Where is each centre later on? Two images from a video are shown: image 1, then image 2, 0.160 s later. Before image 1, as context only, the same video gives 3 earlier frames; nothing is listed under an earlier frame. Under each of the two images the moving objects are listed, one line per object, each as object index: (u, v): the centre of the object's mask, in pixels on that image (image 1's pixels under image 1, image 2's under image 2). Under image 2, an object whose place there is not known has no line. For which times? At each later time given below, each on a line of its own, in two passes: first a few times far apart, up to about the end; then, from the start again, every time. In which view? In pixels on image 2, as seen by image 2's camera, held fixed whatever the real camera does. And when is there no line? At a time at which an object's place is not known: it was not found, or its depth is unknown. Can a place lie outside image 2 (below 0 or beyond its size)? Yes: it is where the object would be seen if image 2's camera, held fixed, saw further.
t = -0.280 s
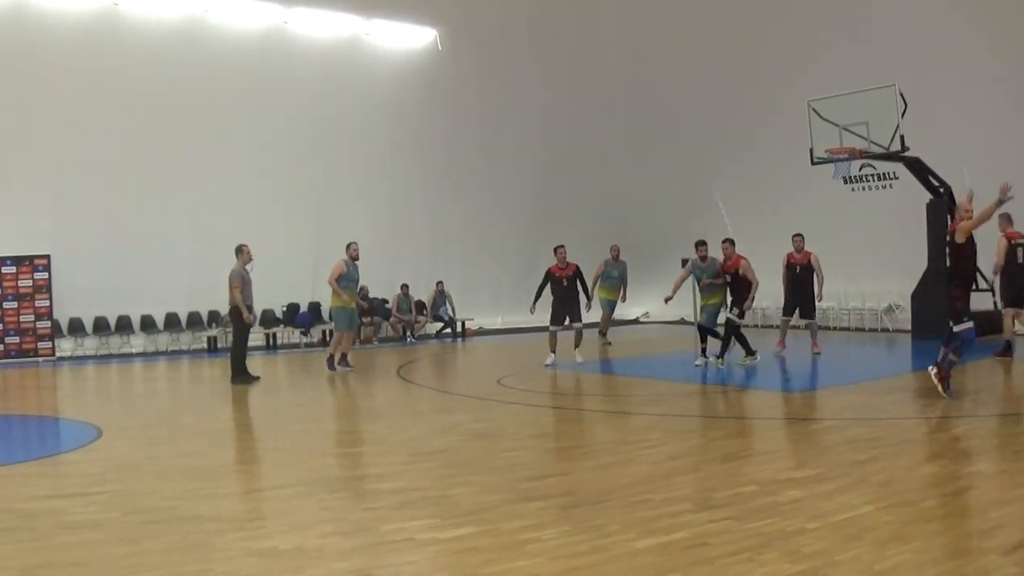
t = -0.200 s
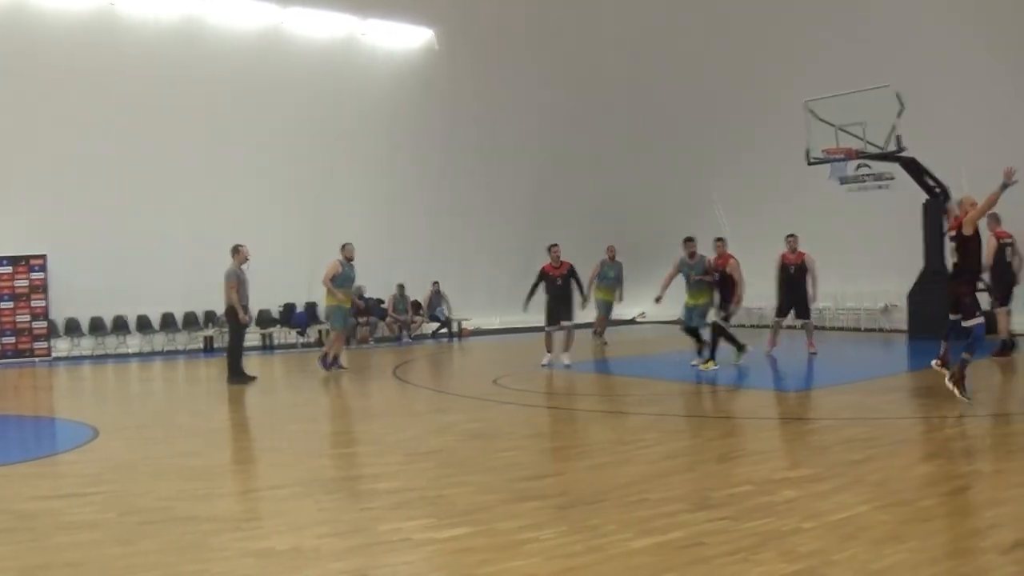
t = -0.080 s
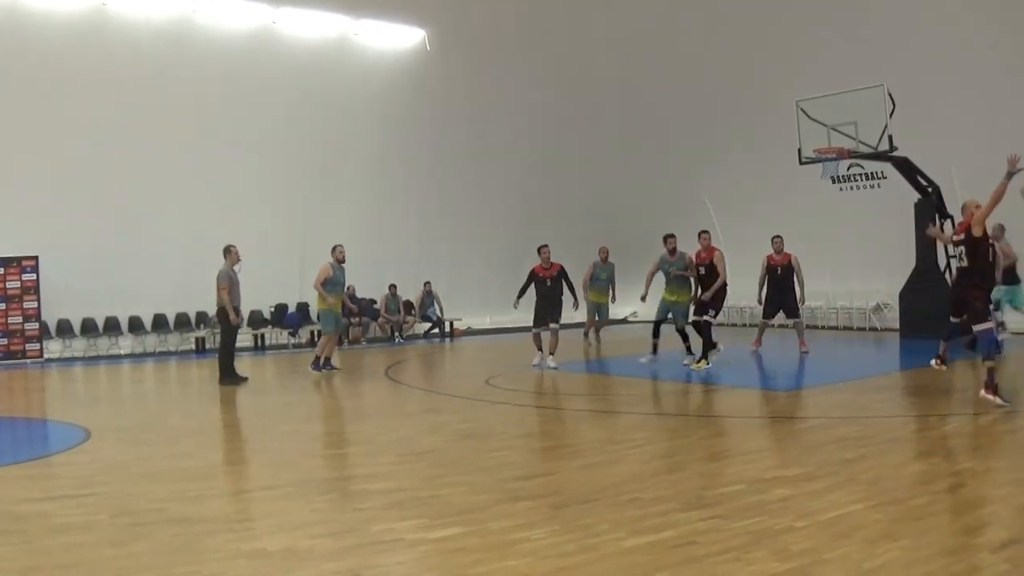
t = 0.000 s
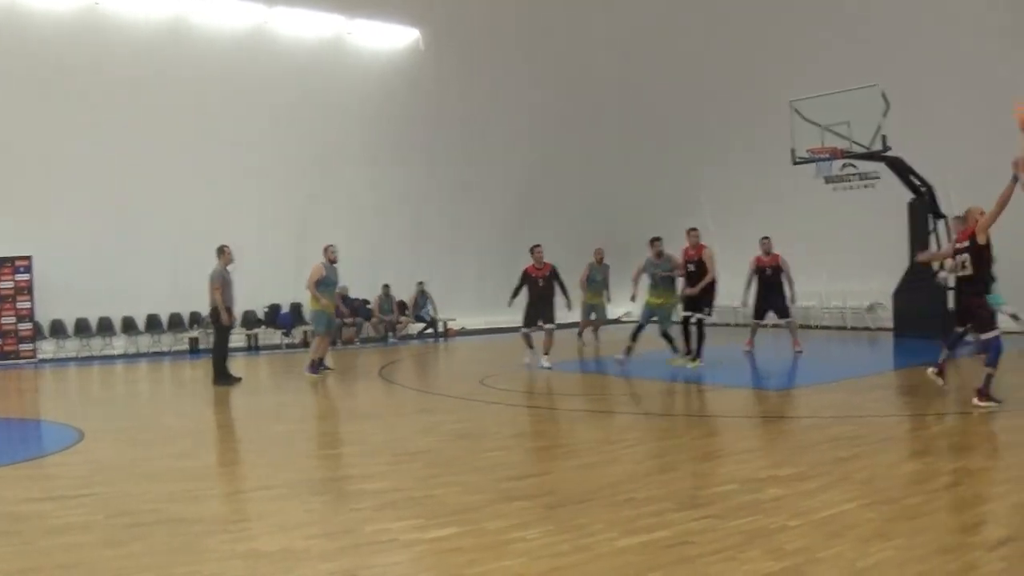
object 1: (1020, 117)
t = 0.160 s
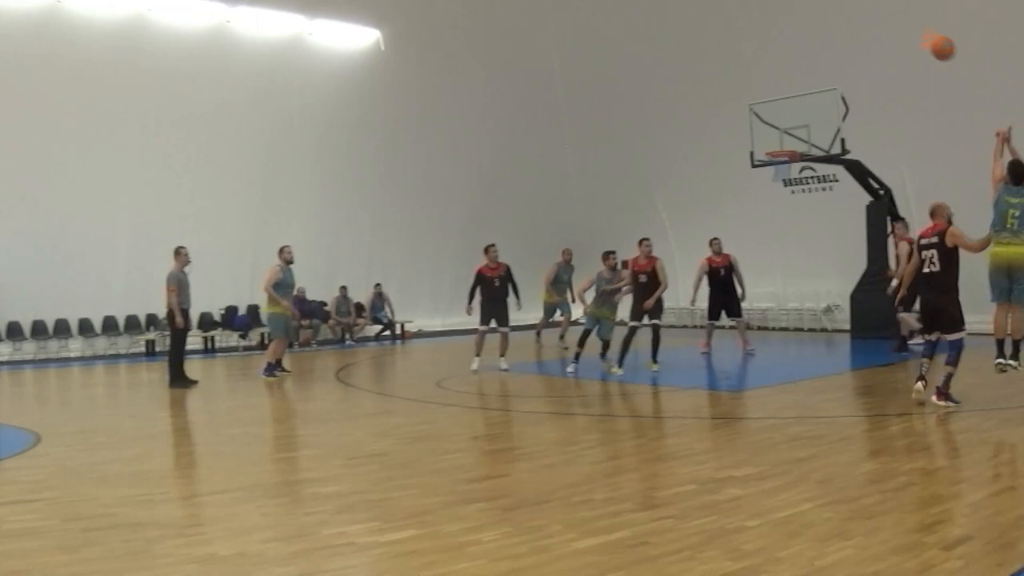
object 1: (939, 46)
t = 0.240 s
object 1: (923, 19)
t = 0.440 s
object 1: (884, -5)
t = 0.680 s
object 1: (846, 0)
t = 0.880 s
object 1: (822, 40)
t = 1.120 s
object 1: (799, 111)
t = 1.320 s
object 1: (776, 113)
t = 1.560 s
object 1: (742, 71)
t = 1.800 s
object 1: (711, 65)
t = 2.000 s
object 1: (688, 86)
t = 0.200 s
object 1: (931, 31)
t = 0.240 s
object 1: (923, 19)
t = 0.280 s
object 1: (915, 10)
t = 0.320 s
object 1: (908, 4)
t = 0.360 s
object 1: (900, 0)
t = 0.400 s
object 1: (892, -2)
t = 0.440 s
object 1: (884, -5)
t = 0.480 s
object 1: (877, -5)
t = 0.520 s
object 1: (870, -6)
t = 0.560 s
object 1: (863, -6)
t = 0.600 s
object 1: (857, -5)
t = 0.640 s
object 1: (851, -3)
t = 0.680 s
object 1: (846, 0)
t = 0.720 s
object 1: (841, 6)
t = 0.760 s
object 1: (836, 13)
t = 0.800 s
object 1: (831, 21)
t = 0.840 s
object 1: (826, 30)
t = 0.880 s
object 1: (822, 40)
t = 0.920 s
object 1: (818, 50)
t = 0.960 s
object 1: (814, 61)
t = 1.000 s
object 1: (810, 72)
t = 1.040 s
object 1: (806, 85)
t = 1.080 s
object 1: (803, 98)
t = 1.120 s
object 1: (799, 111)
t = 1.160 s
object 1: (796, 126)
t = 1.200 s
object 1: (792, 140)
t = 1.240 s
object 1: (788, 136)
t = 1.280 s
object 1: (781, 124)
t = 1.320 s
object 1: (776, 113)
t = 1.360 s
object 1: (770, 103)
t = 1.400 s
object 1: (764, 95)
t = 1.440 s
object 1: (758, 87)
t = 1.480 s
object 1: (753, 80)
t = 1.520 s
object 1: (747, 75)
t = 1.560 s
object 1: (742, 71)
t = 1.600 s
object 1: (736, 67)
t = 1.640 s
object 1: (731, 65)
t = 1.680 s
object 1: (726, 64)
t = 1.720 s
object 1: (721, 63)
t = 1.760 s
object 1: (716, 63)
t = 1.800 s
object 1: (711, 65)
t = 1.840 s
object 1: (706, 67)
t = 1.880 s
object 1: (702, 70)
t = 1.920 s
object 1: (697, 75)
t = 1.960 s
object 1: (692, 80)
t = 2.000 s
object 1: (688, 86)
